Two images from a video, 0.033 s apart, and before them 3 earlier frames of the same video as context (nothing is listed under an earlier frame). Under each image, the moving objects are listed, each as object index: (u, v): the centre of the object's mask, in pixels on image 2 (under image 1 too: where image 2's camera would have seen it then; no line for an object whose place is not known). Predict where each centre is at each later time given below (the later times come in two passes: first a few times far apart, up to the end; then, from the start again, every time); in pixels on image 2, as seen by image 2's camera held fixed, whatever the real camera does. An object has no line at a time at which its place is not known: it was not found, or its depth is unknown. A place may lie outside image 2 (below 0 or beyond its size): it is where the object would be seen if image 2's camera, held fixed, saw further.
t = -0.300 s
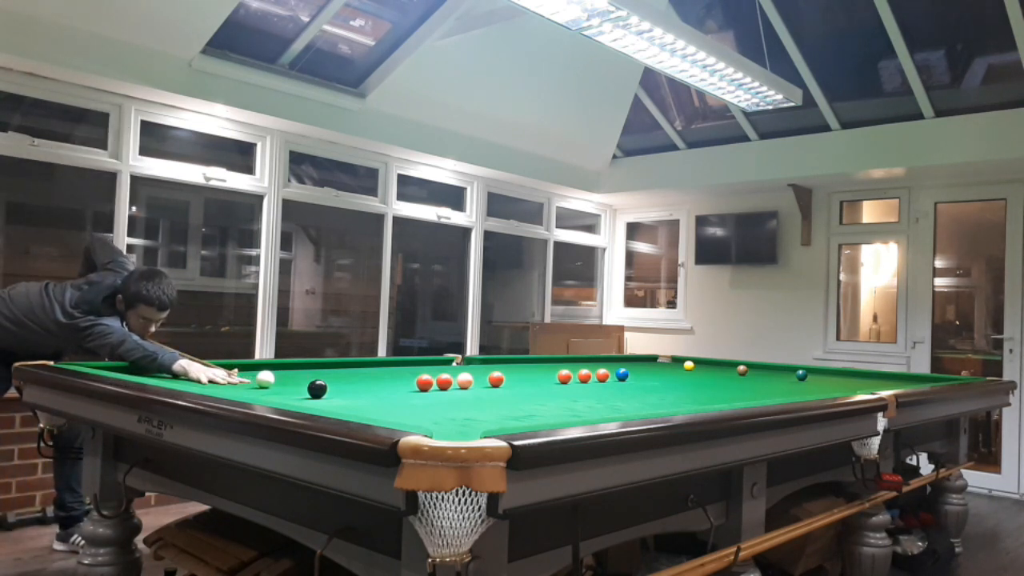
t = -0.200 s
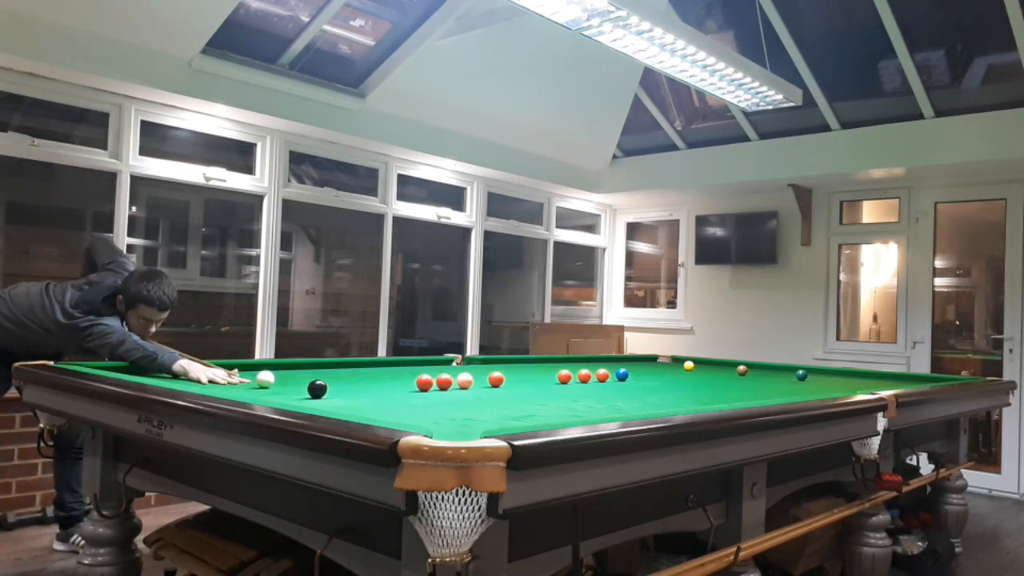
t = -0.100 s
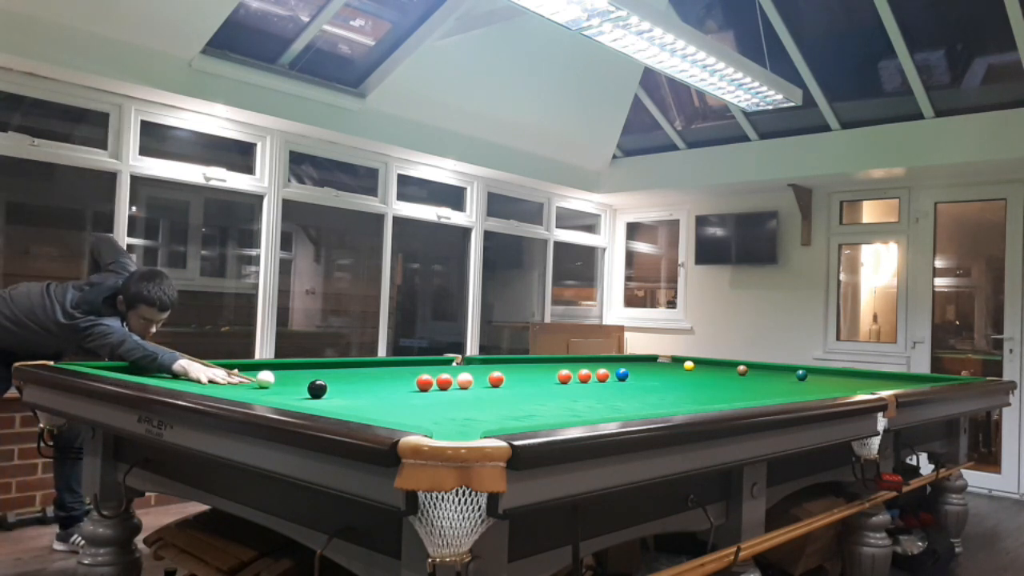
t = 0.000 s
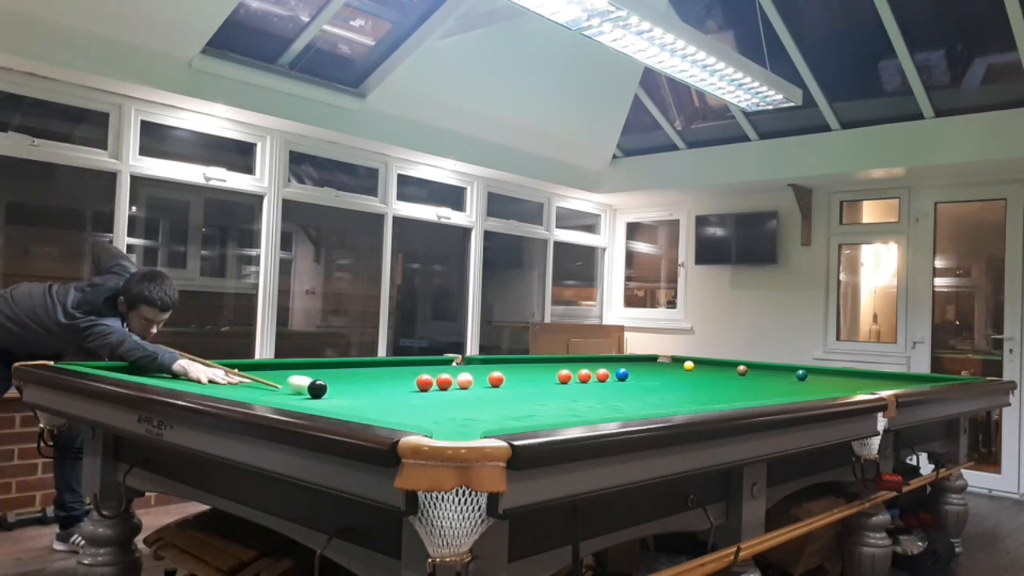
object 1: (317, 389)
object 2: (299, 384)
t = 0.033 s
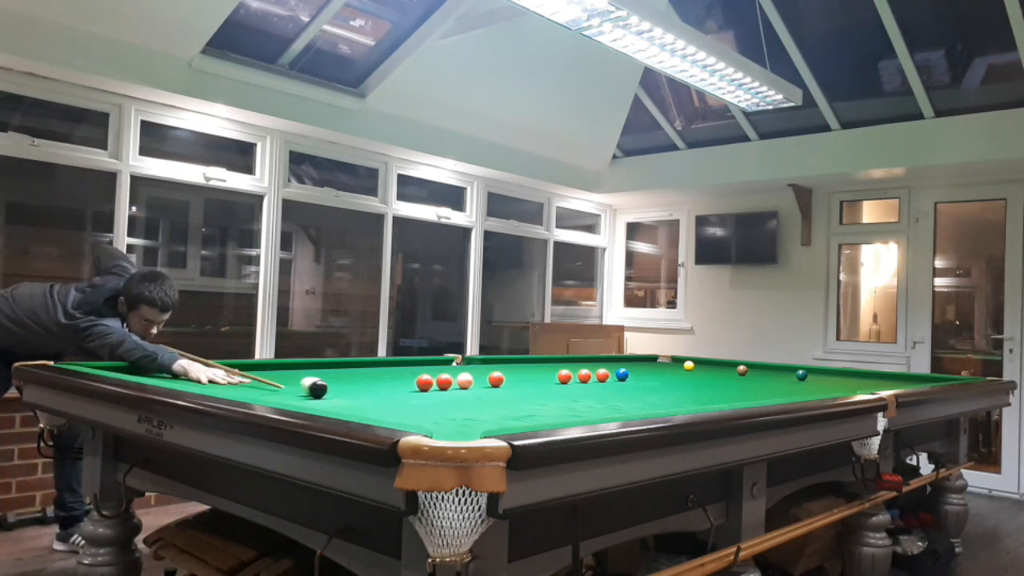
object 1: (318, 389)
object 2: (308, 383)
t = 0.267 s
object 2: (336, 384)
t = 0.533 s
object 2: (354, 382)
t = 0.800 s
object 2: (369, 380)
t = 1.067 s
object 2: (383, 379)
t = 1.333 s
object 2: (393, 378)
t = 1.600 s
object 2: (402, 377)
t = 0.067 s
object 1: (323, 391)
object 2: (316, 383)
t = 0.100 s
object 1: (330, 393)
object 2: (321, 384)
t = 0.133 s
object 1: (336, 395)
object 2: (325, 385)
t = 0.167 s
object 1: (341, 397)
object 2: (328, 385)
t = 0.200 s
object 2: (331, 385)
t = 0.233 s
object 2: (334, 385)
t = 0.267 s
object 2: (336, 384)
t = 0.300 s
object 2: (338, 384)
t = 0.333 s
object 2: (341, 384)
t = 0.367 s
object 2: (343, 384)
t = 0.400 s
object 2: (345, 383)
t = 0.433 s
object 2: (348, 383)
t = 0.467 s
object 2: (350, 383)
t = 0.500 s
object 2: (352, 382)
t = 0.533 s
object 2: (354, 382)
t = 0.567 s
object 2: (356, 382)
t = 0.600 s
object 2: (358, 382)
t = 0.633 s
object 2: (360, 382)
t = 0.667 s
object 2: (362, 381)
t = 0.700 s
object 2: (364, 381)
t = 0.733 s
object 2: (366, 381)
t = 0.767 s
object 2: (368, 381)
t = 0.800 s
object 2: (369, 380)
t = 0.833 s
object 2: (371, 380)
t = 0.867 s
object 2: (373, 380)
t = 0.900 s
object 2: (374, 380)
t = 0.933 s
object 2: (376, 380)
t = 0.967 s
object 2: (378, 379)
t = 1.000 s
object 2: (379, 379)
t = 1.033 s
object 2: (381, 379)
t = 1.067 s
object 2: (383, 379)
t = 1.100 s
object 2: (384, 379)
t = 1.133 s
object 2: (385, 379)
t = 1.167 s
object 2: (387, 379)
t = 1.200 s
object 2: (388, 378)
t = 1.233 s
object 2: (390, 378)
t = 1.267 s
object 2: (391, 378)
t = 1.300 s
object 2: (392, 378)
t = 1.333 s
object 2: (393, 378)
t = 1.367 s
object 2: (395, 378)
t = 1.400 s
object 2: (396, 378)
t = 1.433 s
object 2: (397, 378)
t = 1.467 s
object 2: (398, 377)
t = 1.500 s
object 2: (399, 377)
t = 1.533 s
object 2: (400, 377)
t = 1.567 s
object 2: (401, 377)
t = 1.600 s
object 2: (402, 377)
